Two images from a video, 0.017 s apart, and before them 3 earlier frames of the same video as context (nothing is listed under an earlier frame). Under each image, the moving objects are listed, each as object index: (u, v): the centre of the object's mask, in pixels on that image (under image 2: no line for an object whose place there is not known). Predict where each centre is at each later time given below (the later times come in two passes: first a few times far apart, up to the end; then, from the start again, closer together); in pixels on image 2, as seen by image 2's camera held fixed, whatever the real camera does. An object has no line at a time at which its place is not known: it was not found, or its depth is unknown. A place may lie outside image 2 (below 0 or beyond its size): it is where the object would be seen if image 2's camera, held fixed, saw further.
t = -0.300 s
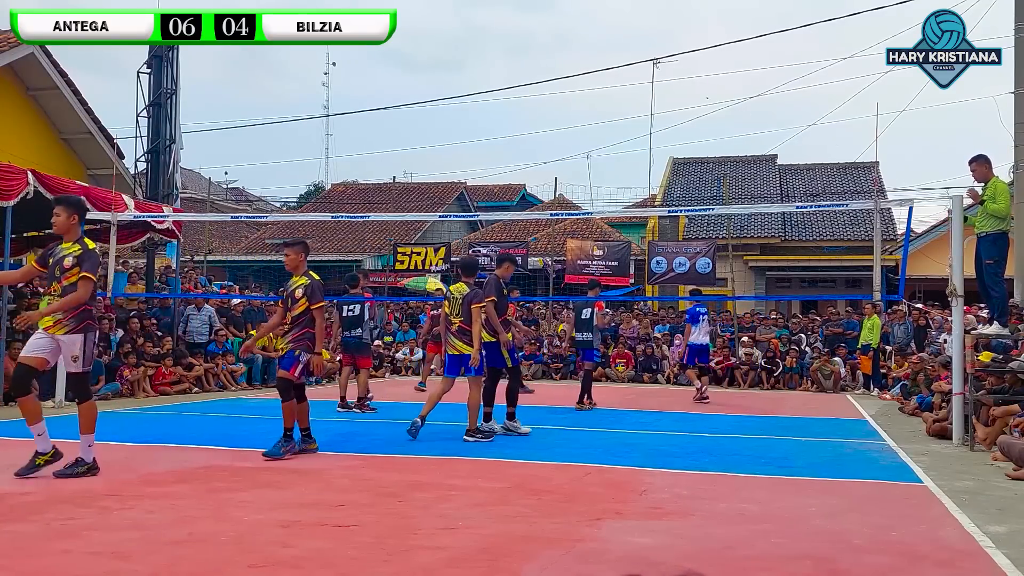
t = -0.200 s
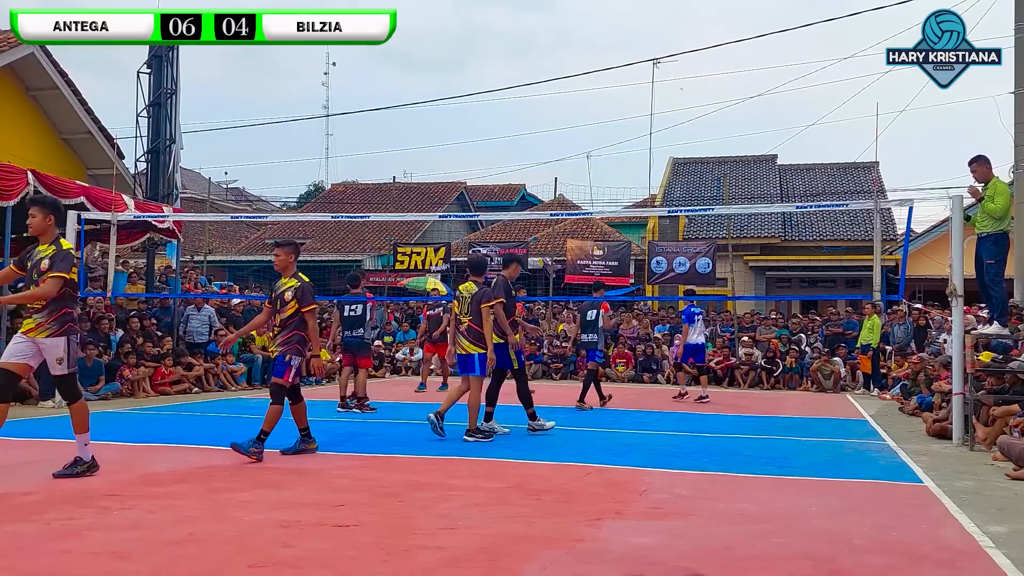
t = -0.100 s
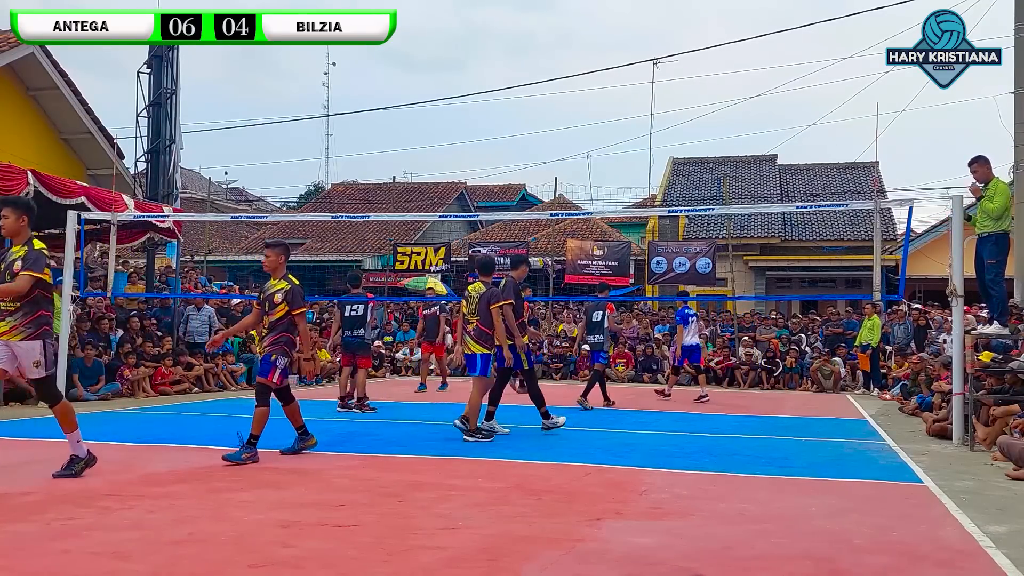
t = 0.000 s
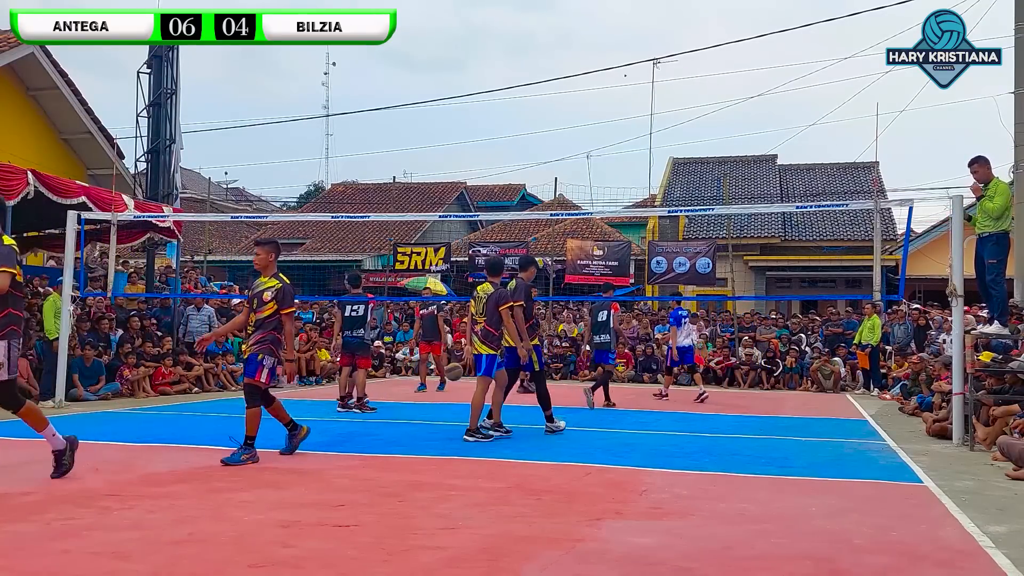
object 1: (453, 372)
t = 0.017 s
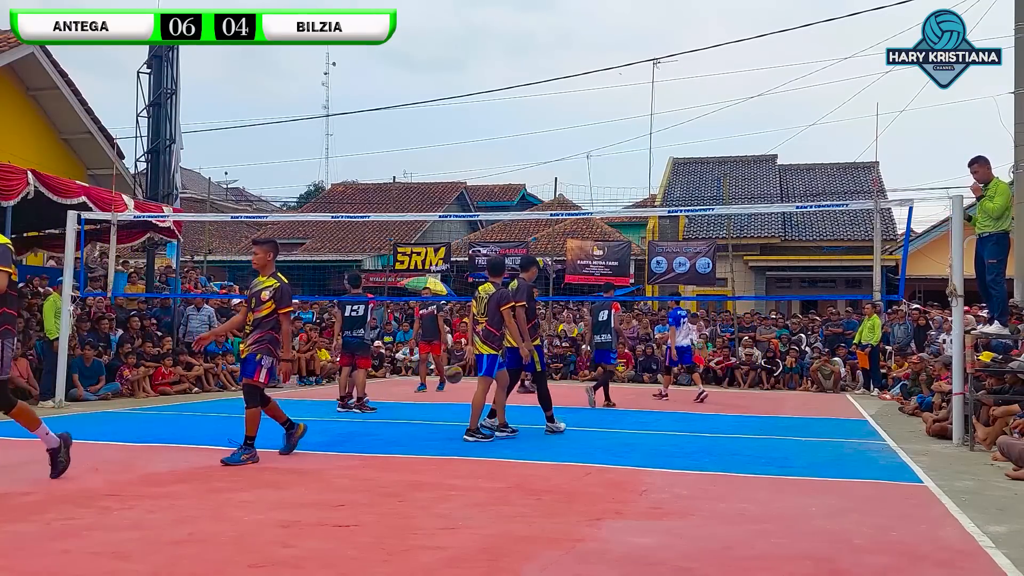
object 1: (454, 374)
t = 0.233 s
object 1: (451, 409)
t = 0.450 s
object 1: (450, 381)
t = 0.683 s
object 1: (447, 403)
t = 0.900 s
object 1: (445, 416)
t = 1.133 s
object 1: (444, 411)
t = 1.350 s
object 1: (442, 456)
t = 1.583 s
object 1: (444, 435)
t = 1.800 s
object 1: (443, 496)
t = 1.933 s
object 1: (447, 474)
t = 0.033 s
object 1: (453, 377)
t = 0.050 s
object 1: (453, 381)
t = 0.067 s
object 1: (453, 384)
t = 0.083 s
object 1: (452, 387)
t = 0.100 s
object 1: (452, 391)
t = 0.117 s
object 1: (452, 395)
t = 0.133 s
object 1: (452, 400)
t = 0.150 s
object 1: (452, 404)
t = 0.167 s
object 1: (452, 409)
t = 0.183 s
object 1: (451, 414)
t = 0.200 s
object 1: (451, 416)
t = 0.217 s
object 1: (451, 412)
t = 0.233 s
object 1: (451, 409)
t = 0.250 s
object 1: (451, 405)
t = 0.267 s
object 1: (451, 402)
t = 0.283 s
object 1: (451, 399)
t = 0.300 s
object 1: (451, 396)
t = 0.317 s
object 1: (451, 393)
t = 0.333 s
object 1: (451, 392)
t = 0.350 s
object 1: (451, 389)
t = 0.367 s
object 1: (451, 387)
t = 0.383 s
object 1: (451, 385)
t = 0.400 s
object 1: (451, 384)
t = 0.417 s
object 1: (450, 382)
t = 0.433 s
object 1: (450, 382)
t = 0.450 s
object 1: (450, 381)
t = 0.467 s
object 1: (450, 381)
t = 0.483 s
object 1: (450, 381)
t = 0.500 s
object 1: (450, 381)
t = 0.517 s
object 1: (449, 381)
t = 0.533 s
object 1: (450, 382)
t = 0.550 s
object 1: (449, 383)
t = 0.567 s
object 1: (449, 385)
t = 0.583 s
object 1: (449, 387)
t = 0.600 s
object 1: (449, 389)
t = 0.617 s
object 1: (449, 391)
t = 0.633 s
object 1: (448, 394)
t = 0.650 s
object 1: (448, 397)
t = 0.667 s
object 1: (448, 400)
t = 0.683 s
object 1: (447, 403)
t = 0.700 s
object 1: (447, 407)
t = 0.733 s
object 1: (446, 416)
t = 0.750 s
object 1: (446, 421)
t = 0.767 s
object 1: (446, 426)
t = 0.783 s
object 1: (446, 433)
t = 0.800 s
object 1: (445, 436)
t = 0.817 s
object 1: (445, 432)
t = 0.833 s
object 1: (445, 429)
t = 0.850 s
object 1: (445, 425)
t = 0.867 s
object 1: (445, 421)
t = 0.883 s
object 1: (445, 419)
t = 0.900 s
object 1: (445, 416)
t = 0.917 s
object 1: (445, 413)
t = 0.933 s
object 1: (445, 411)
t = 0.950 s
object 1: (445, 410)
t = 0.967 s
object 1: (445, 408)
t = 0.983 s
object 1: (445, 406)
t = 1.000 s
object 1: (445, 406)
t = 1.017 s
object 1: (445, 405)
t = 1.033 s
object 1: (445, 405)
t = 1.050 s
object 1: (445, 405)
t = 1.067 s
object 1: (445, 405)
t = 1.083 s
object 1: (444, 406)
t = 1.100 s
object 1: (445, 408)
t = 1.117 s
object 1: (444, 409)
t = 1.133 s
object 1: (444, 411)
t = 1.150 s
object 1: (444, 413)
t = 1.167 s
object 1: (444, 416)
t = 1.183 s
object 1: (444, 419)
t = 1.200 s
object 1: (444, 422)
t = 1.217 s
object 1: (443, 425)
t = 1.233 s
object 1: (443, 430)
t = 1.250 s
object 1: (443, 435)
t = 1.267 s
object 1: (443, 440)
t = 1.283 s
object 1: (442, 446)
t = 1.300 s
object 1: (442, 452)
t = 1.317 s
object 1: (442, 459)
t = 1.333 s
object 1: (442, 460)
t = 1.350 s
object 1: (442, 456)
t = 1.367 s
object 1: (442, 453)
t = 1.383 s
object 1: (442, 449)
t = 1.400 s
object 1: (442, 446)
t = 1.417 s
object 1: (442, 443)
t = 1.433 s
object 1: (442, 441)
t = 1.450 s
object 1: (443, 438)
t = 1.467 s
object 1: (443, 436)
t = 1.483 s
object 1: (443, 435)
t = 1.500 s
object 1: (443, 434)
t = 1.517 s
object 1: (443, 433)
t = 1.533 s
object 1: (443, 433)
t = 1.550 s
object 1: (443, 433)
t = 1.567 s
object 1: (443, 434)
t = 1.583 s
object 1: (444, 435)
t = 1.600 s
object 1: (444, 437)
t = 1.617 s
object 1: (444, 439)
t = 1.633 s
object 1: (444, 442)
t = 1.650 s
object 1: (444, 445)
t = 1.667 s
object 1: (444, 448)
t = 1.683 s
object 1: (444, 452)
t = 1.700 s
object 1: (444, 457)
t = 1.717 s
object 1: (444, 462)
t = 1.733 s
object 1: (444, 467)
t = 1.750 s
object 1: (443, 474)
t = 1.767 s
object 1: (444, 482)
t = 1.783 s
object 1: (443, 489)
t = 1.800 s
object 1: (443, 496)
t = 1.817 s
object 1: (444, 494)
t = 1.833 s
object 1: (444, 490)
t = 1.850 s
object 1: (444, 486)
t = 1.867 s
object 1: (445, 483)
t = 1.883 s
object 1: (445, 480)
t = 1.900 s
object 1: (446, 478)
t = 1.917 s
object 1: (446, 476)
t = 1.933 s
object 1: (447, 474)
